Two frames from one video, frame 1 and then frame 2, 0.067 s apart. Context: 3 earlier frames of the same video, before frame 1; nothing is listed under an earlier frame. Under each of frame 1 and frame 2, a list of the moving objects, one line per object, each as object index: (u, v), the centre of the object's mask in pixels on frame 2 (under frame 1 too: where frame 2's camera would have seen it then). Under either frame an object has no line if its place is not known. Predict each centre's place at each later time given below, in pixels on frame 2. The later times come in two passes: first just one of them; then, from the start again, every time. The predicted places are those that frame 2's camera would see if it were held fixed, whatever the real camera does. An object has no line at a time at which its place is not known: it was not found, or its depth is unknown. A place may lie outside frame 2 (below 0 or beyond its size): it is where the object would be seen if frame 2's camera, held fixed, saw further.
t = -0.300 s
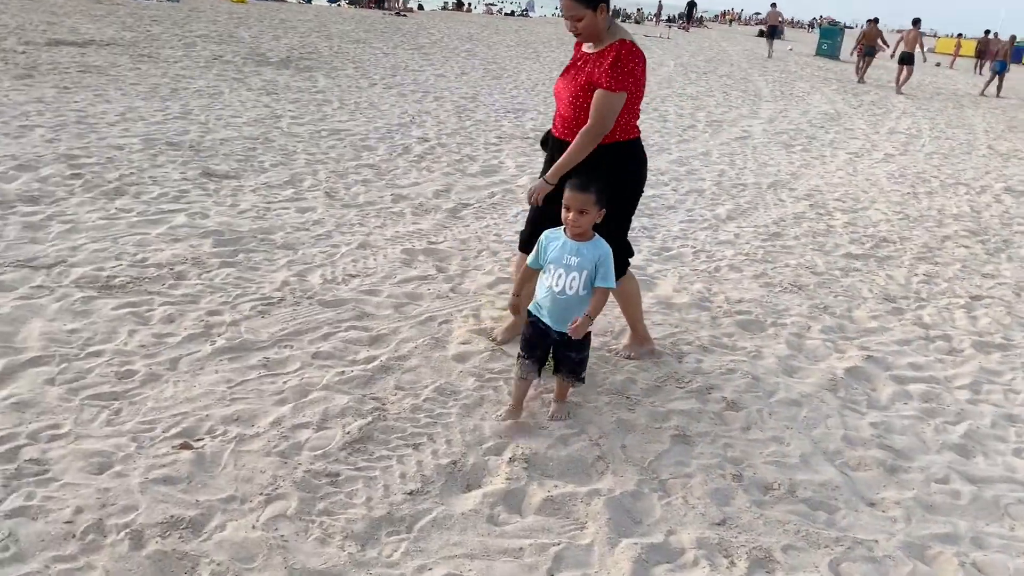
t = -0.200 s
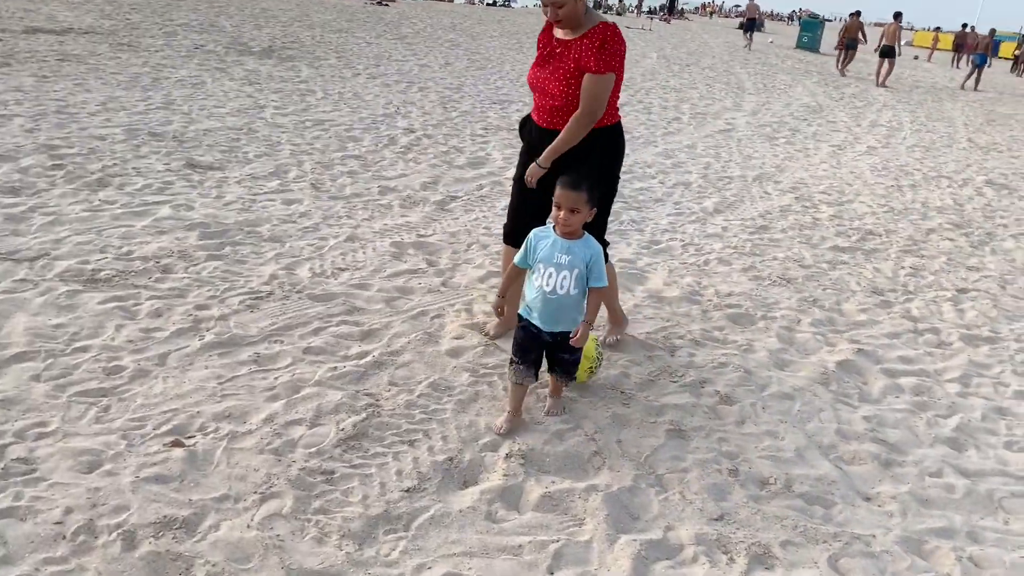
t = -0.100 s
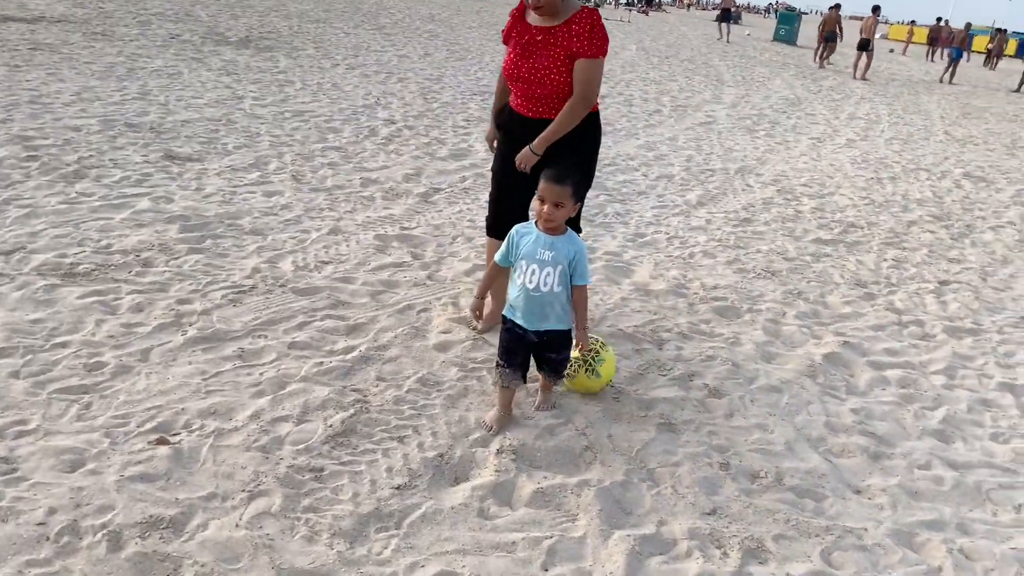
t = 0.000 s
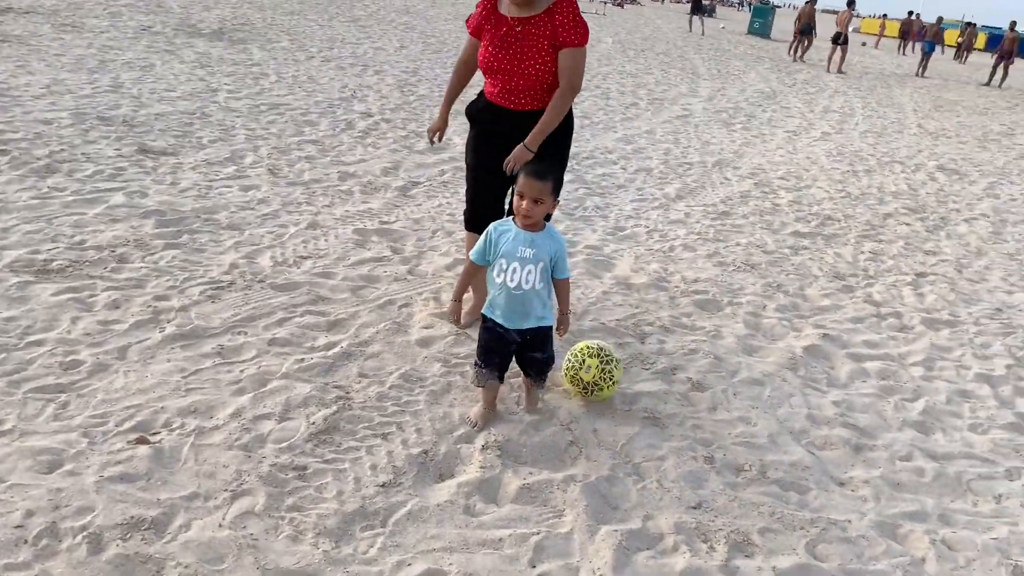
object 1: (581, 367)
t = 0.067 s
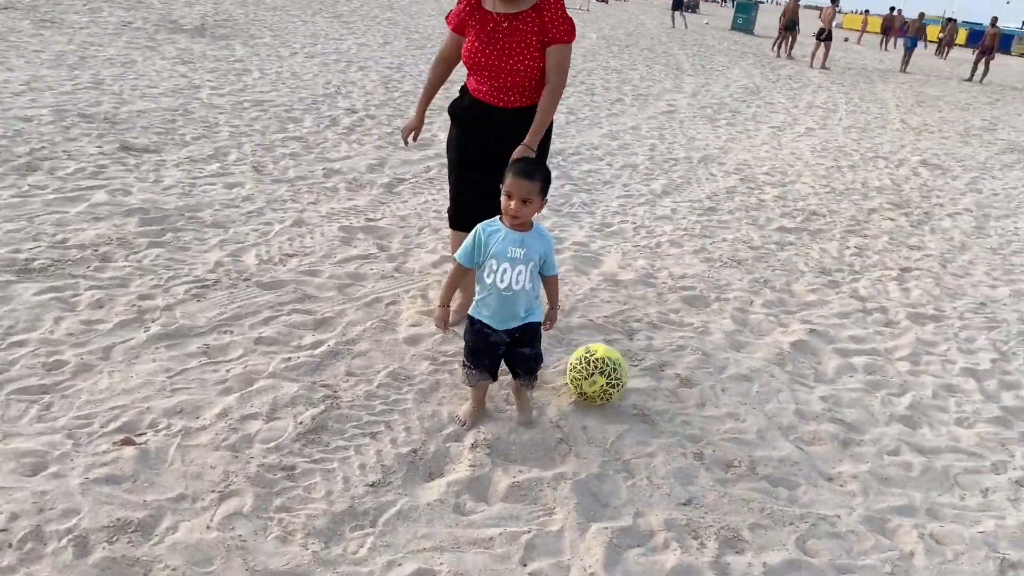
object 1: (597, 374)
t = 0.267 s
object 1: (641, 402)
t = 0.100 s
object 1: (605, 379)
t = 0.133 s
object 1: (611, 384)
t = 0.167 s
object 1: (618, 391)
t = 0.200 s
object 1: (625, 394)
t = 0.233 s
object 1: (633, 397)
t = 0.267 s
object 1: (641, 402)
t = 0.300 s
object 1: (648, 409)
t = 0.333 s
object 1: (656, 414)
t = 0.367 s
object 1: (663, 416)
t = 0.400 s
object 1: (670, 420)
